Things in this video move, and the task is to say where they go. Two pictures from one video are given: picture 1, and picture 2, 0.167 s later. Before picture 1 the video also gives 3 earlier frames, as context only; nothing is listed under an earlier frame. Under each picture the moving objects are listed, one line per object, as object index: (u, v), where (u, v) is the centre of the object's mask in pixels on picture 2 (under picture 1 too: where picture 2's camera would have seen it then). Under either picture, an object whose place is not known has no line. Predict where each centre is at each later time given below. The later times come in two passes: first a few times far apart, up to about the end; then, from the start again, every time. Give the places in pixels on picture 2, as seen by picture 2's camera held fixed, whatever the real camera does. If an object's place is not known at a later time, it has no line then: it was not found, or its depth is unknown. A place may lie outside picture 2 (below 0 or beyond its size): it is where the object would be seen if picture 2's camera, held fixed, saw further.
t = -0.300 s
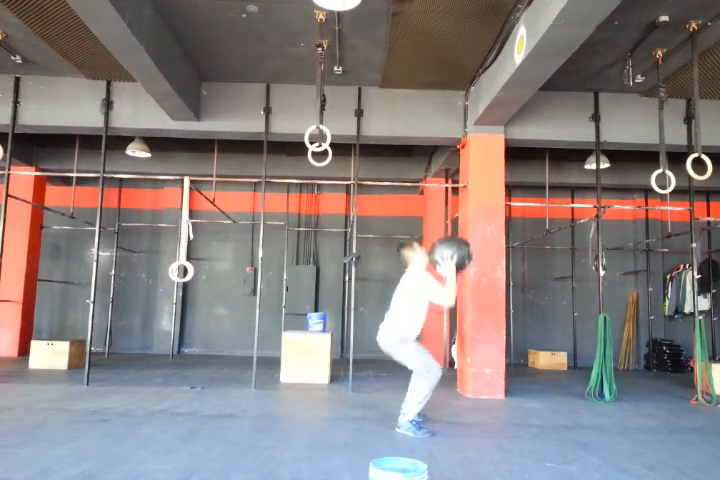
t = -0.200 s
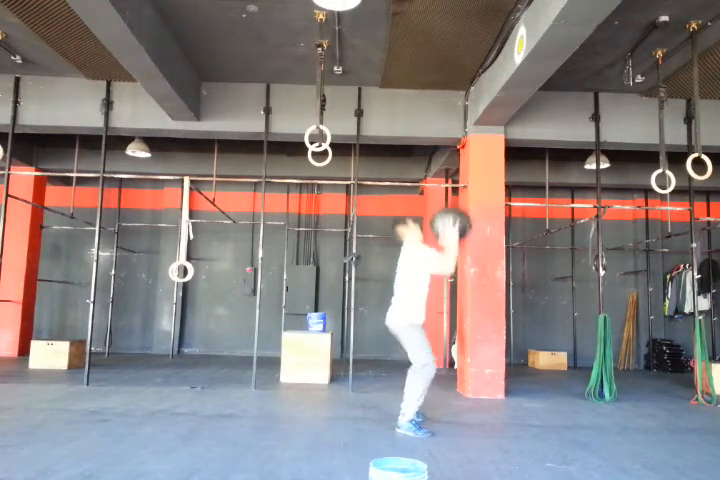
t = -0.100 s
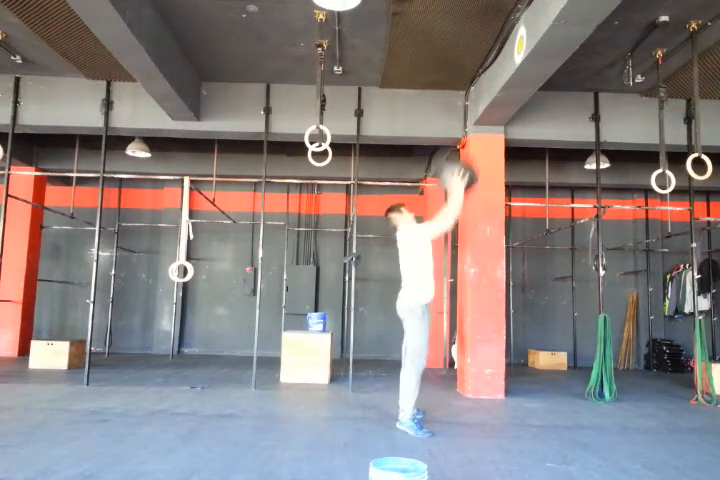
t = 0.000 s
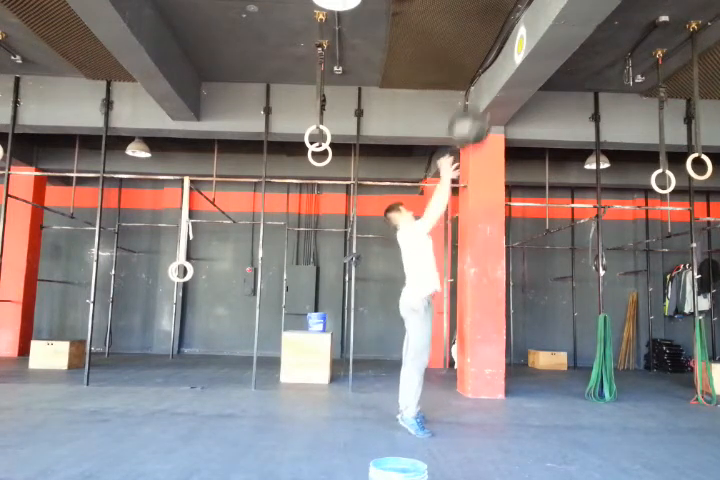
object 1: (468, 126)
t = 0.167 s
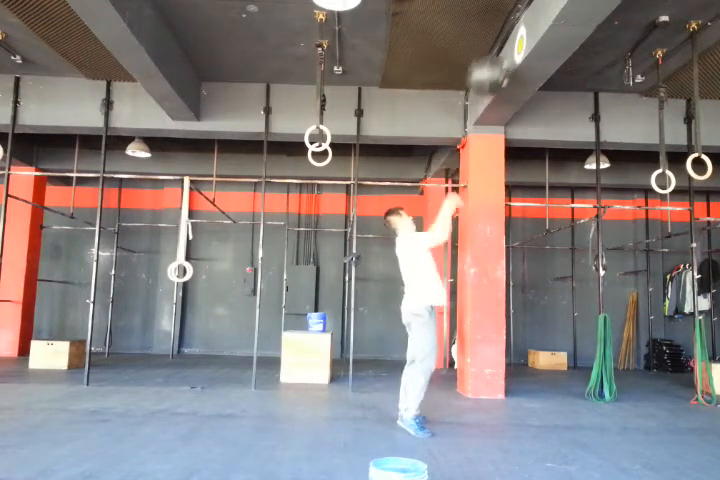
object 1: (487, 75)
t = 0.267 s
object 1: (499, 58)
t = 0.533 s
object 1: (484, 70)
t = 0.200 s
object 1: (492, 67)
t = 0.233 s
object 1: (496, 62)
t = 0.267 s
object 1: (499, 58)
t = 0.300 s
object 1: (501, 56)
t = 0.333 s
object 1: (499, 54)
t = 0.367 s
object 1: (497, 54)
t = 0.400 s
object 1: (494, 55)
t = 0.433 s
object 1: (492, 57)
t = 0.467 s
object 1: (490, 60)
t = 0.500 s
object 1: (487, 64)
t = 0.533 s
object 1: (484, 70)
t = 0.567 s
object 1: (481, 76)
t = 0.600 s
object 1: (478, 84)
